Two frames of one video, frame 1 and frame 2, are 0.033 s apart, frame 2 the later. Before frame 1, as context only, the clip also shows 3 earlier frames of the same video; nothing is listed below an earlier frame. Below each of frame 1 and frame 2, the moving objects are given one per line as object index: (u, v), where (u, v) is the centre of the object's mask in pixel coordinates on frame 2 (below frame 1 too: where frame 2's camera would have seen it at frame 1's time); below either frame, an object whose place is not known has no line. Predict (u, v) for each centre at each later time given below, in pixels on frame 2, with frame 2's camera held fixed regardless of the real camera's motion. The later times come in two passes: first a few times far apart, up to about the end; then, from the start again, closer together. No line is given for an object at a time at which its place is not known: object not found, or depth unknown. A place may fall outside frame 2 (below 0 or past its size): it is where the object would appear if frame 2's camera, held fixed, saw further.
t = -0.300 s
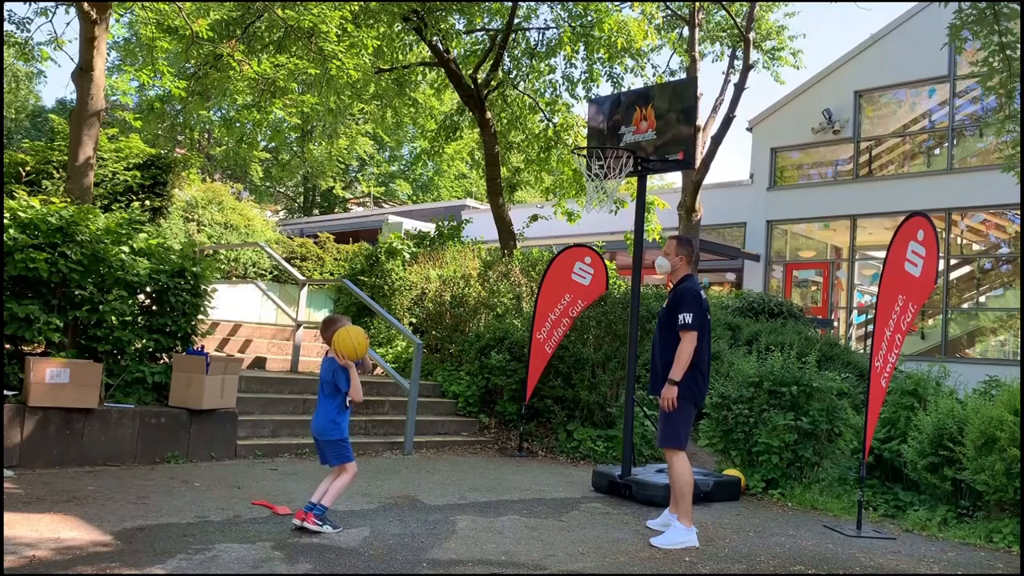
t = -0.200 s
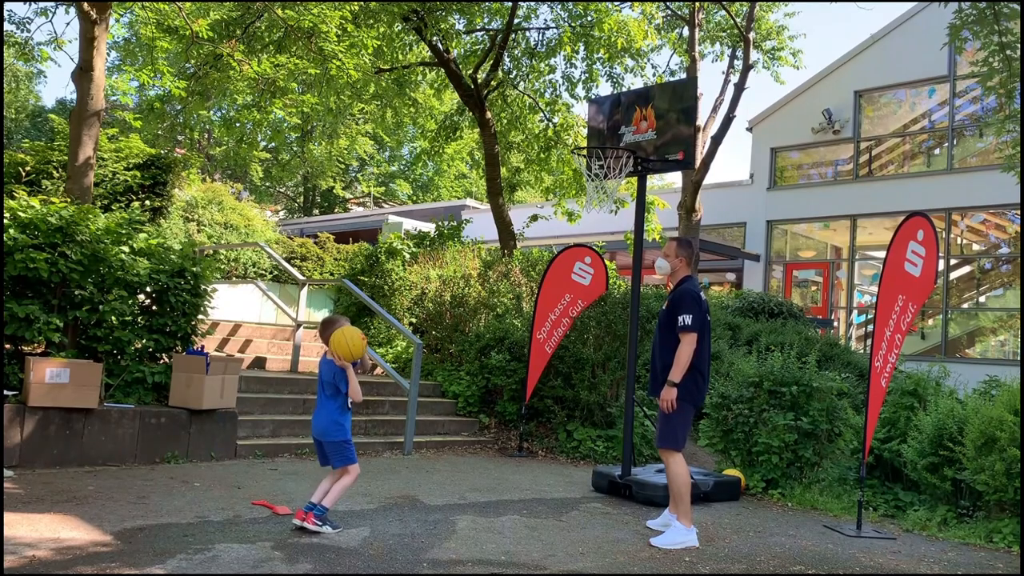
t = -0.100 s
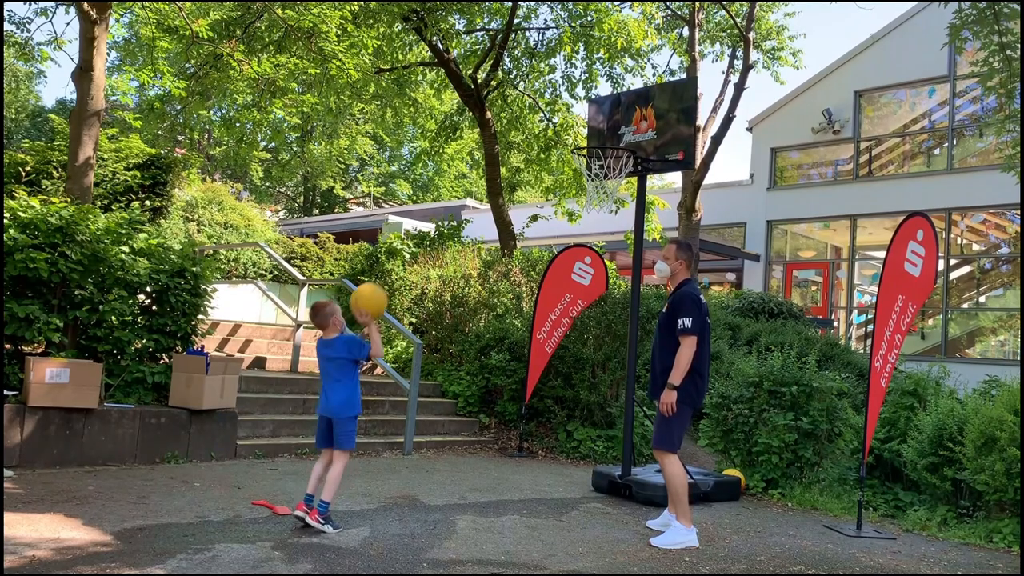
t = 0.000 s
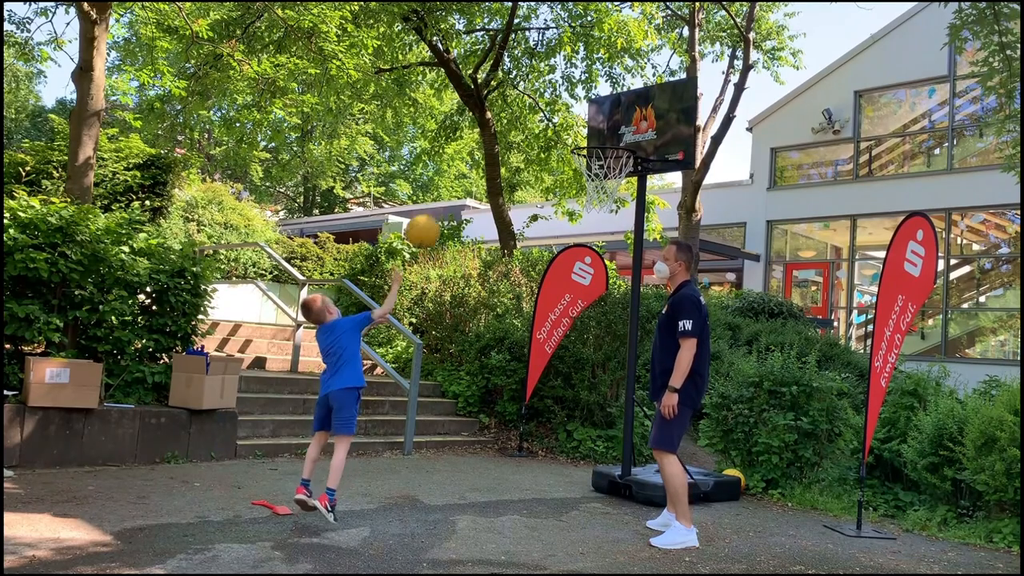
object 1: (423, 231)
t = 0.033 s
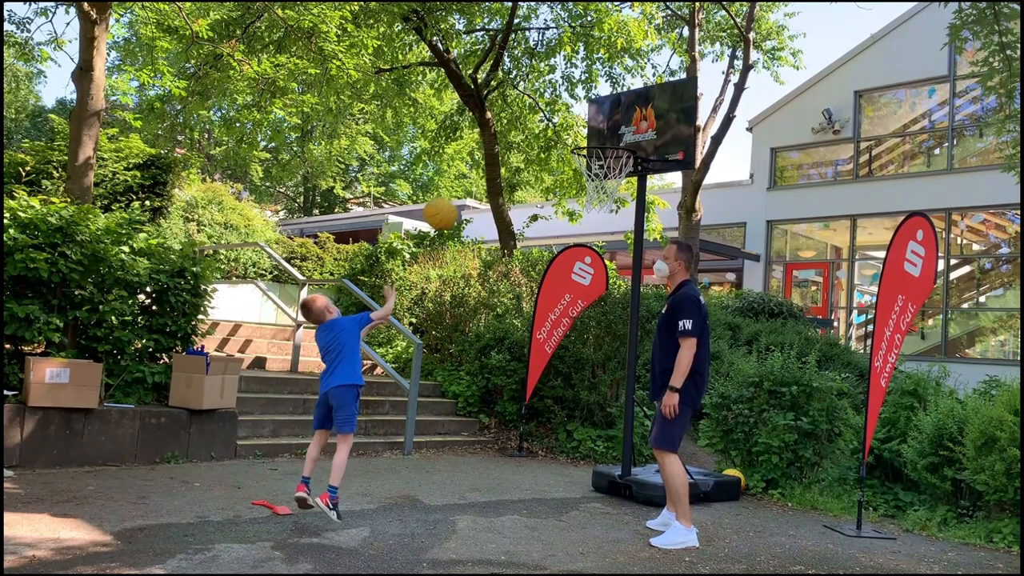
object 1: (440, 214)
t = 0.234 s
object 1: (528, 152)
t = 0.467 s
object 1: (556, 155)
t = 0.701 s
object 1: (483, 236)
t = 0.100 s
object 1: (473, 185)
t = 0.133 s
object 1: (488, 173)
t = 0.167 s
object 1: (501, 164)
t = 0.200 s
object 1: (515, 157)
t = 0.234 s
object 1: (528, 152)
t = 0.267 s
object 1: (541, 148)
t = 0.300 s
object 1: (553, 145)
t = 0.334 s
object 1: (564, 145)
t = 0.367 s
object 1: (574, 146)
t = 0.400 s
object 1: (573, 147)
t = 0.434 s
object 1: (565, 150)
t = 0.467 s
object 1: (556, 155)
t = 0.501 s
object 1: (547, 161)
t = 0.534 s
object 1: (537, 168)
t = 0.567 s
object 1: (527, 178)
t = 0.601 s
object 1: (516, 189)
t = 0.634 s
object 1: (506, 202)
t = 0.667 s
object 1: (495, 218)
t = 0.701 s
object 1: (483, 236)
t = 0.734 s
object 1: (472, 255)
